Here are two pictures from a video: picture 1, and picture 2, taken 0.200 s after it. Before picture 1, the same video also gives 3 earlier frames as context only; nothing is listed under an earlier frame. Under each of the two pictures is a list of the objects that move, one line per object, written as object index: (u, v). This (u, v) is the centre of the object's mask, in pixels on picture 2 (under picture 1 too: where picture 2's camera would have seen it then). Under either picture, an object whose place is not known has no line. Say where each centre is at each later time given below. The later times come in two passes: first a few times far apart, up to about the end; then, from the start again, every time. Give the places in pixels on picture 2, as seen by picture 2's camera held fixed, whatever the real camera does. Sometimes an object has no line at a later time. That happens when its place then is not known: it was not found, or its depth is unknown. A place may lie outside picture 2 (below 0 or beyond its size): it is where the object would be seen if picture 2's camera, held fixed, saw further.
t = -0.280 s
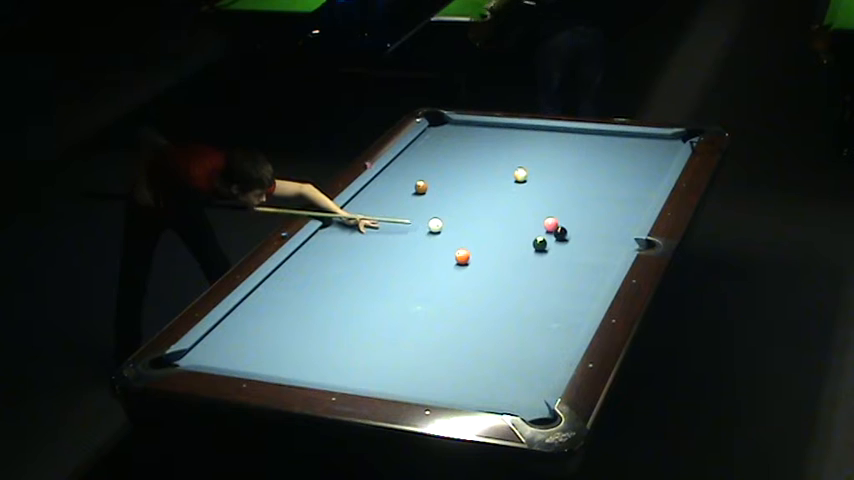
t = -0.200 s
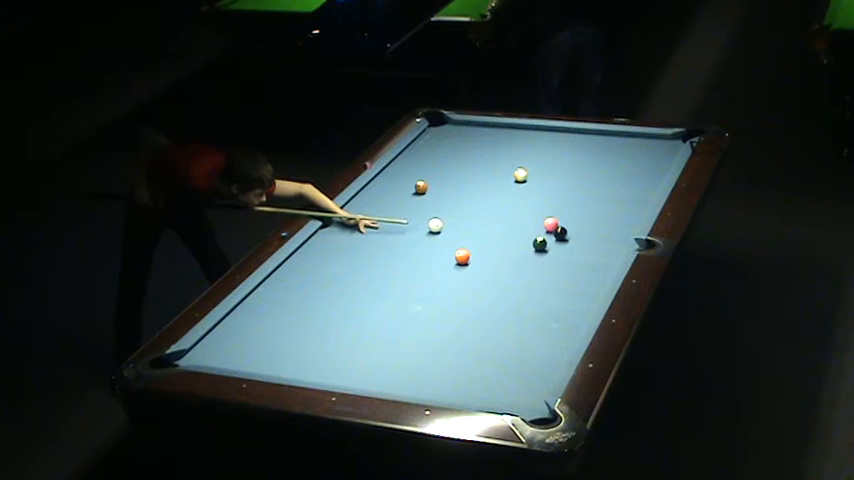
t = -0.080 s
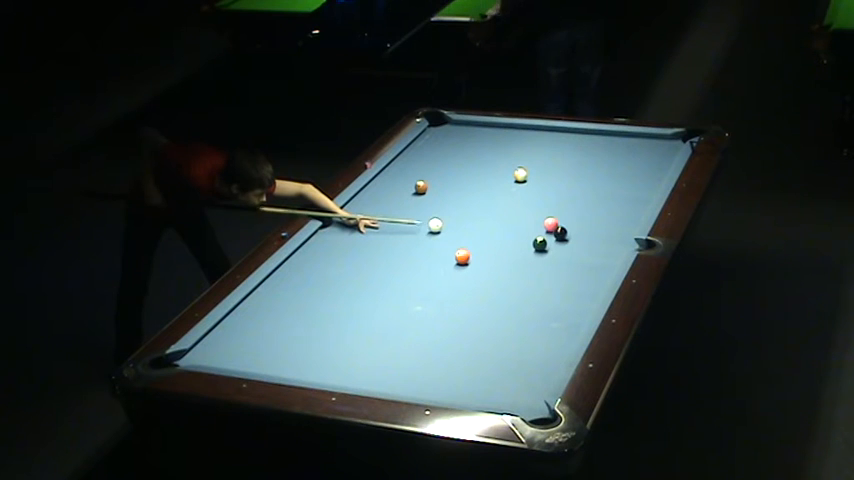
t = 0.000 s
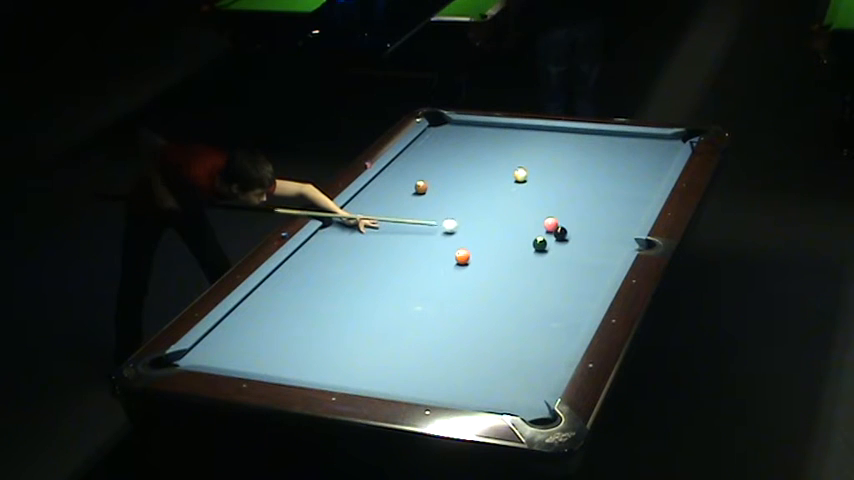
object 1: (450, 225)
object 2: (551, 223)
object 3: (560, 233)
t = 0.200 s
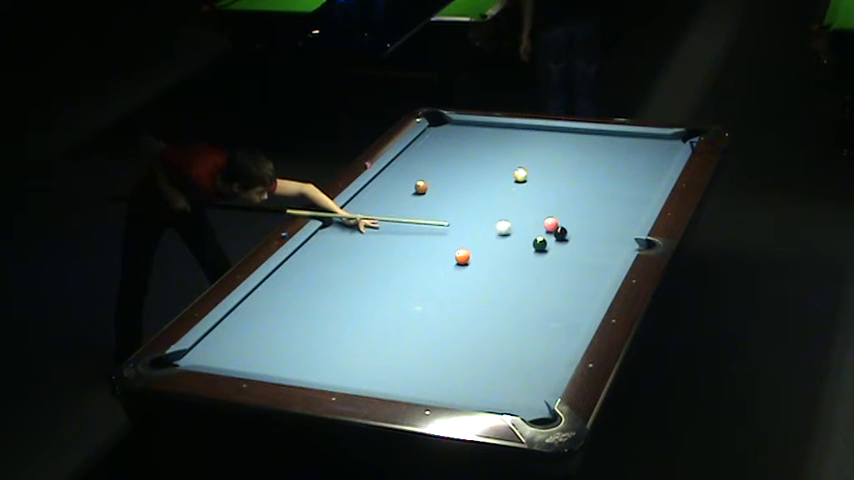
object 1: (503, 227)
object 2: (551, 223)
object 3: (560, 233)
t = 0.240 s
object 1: (514, 228)
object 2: (551, 223)
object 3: (560, 233)
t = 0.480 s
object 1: (547, 233)
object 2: (566, 219)
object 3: (572, 235)
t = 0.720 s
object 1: (552, 239)
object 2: (589, 212)
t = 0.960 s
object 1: (557, 245)
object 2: (610, 206)
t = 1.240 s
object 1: (562, 251)
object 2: (633, 199)
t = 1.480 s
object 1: (567, 255)
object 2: (650, 193)
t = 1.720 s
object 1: (571, 259)
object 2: (645, 189)
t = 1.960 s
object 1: (575, 263)
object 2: (640, 186)
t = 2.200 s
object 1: (578, 267)
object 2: (634, 183)
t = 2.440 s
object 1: (581, 270)
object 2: (630, 180)
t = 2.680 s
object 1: (583, 273)
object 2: (627, 177)
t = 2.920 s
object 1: (585, 274)
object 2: (624, 175)
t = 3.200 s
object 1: (586, 276)
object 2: (621, 173)
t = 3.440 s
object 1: (587, 277)
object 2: (619, 172)
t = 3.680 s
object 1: (587, 277)
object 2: (619, 171)
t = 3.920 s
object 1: (588, 278)
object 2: (618, 171)
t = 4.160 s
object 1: (588, 278)
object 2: (618, 170)
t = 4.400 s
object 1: (588, 278)
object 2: (618, 170)
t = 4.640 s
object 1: (587, 278)
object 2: (618, 170)
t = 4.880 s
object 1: (588, 278)
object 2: (618, 171)
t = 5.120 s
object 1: (588, 278)
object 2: (618, 171)
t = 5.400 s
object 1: (588, 278)
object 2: (618, 171)
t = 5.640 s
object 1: (588, 278)
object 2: (618, 171)
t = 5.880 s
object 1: (588, 278)
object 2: (618, 171)
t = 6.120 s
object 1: (588, 278)
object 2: (618, 171)
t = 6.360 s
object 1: (588, 278)
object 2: (618, 170)
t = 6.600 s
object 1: (588, 278)
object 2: (618, 171)
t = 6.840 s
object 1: (588, 278)
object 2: (618, 171)
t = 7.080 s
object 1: (588, 278)
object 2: (618, 171)
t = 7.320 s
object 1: (588, 278)
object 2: (618, 171)
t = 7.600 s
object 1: (588, 278)
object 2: (618, 171)
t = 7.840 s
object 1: (588, 278)
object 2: (618, 171)
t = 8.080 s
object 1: (588, 278)
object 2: (618, 171)
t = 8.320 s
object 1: (588, 278)
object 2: (618, 171)
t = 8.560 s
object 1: (588, 278)
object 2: (618, 171)
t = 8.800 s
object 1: (588, 278)
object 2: (619, 171)
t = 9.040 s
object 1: (588, 278)
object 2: (619, 171)
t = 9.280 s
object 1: (588, 278)
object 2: (618, 171)
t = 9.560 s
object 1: (588, 278)
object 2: (618, 171)
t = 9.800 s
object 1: (588, 278)
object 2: (619, 171)
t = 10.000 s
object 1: (588, 278)
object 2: (618, 171)
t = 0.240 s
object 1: (514, 228)
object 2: (551, 223)
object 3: (560, 233)
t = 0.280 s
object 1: (525, 228)
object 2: (551, 223)
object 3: (560, 233)
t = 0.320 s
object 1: (535, 228)
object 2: (551, 223)
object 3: (560, 233)
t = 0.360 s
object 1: (543, 230)
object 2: (554, 222)
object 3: (560, 233)
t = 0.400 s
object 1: (546, 231)
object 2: (558, 220)
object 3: (562, 233)
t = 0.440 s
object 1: (547, 232)
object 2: (562, 220)
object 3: (568, 234)
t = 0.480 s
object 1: (547, 233)
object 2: (566, 219)
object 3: (572, 235)
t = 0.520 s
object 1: (548, 234)
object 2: (570, 218)
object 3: (576, 235)
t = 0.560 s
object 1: (549, 235)
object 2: (574, 217)
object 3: (580, 236)
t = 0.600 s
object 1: (550, 236)
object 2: (578, 216)
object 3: (585, 237)
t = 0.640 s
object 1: (551, 236)
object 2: (581, 215)
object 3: (589, 237)
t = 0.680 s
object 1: (551, 238)
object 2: (585, 214)
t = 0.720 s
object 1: (552, 239)
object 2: (589, 212)
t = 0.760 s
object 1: (553, 240)
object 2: (592, 211)
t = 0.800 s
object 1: (553, 241)
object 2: (596, 210)
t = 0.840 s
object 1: (554, 242)
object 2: (599, 209)
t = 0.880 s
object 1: (555, 243)
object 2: (603, 208)
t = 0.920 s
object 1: (556, 244)
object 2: (606, 207)
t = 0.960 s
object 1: (557, 245)
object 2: (610, 206)
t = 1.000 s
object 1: (557, 246)
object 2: (613, 205)
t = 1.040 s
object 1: (558, 246)
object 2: (616, 204)
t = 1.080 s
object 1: (559, 248)
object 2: (620, 203)
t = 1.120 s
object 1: (560, 248)
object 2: (623, 202)
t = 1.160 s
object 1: (561, 249)
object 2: (626, 201)
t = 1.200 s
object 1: (561, 250)
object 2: (630, 200)
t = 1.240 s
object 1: (562, 251)
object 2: (633, 199)
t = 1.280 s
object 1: (563, 252)
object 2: (636, 199)
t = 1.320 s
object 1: (564, 253)
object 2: (639, 197)
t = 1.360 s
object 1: (565, 253)
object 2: (642, 196)
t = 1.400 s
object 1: (565, 254)
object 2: (645, 195)
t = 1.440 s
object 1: (566, 255)
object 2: (648, 194)
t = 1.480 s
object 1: (567, 255)
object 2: (650, 193)
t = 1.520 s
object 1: (567, 256)
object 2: (649, 193)
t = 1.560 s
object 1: (568, 257)
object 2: (649, 192)
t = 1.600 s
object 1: (569, 258)
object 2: (648, 191)
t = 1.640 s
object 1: (570, 258)
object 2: (647, 191)
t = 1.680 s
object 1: (570, 259)
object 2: (646, 190)
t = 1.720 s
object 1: (571, 259)
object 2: (645, 189)
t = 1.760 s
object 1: (572, 260)
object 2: (644, 189)
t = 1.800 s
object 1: (573, 261)
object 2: (643, 188)
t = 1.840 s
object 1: (573, 261)
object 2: (642, 187)
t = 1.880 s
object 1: (574, 262)
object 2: (641, 187)
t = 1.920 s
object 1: (574, 263)
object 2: (640, 186)
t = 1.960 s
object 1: (575, 263)
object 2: (640, 186)
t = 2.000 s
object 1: (575, 264)
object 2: (639, 185)
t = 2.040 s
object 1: (575, 264)
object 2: (638, 185)
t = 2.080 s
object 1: (576, 265)
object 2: (637, 184)
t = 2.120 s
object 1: (577, 266)
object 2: (636, 184)
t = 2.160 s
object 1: (577, 266)
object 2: (635, 183)
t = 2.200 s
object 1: (578, 267)
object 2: (634, 183)
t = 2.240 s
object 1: (578, 267)
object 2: (634, 182)
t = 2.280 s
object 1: (579, 268)
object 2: (633, 182)
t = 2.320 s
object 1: (579, 269)
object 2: (632, 181)
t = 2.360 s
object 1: (580, 269)
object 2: (631, 181)
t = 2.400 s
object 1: (580, 269)
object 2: (631, 180)
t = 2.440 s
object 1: (581, 270)
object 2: (630, 180)
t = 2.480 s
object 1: (581, 270)
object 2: (630, 180)
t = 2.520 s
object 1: (581, 271)
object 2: (629, 179)
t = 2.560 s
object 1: (582, 271)
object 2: (629, 179)
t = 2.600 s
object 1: (582, 272)
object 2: (628, 178)
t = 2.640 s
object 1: (582, 272)
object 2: (628, 178)
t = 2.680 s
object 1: (583, 273)
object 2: (627, 177)
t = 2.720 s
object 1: (583, 273)
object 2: (626, 177)
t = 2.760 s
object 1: (584, 273)
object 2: (626, 177)
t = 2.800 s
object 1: (584, 273)
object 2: (625, 176)
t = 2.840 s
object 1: (584, 274)
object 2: (625, 176)
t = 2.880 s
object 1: (584, 274)
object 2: (624, 176)
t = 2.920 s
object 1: (585, 274)
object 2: (624, 175)
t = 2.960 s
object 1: (585, 275)
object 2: (623, 175)
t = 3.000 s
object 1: (585, 275)
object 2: (623, 175)
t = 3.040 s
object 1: (586, 275)
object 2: (623, 175)
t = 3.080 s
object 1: (586, 276)
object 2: (622, 174)
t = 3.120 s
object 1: (586, 275)
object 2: (622, 174)
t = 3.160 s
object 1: (586, 276)
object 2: (621, 173)
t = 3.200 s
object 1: (586, 276)
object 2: (621, 173)
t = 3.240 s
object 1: (587, 276)
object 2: (621, 173)
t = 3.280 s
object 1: (587, 277)
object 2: (620, 173)
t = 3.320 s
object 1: (587, 277)
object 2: (620, 173)
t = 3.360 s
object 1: (587, 277)
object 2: (620, 172)
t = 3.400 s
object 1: (587, 277)
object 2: (620, 172)
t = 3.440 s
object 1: (587, 277)
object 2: (619, 172)
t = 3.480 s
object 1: (587, 277)
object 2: (619, 172)
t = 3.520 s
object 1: (588, 277)
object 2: (619, 172)
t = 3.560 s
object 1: (588, 277)
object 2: (619, 172)
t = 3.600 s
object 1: (588, 277)
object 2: (619, 171)
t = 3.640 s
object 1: (587, 277)
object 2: (619, 171)
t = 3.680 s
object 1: (587, 277)
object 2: (619, 171)
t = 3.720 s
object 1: (588, 278)
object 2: (618, 171)
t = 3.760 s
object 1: (588, 278)
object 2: (618, 171)
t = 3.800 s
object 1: (588, 278)
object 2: (618, 171)
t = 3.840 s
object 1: (588, 278)
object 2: (618, 171)
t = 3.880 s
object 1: (587, 277)
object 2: (618, 171)
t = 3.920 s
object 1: (588, 278)
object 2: (618, 171)
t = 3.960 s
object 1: (587, 278)
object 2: (618, 171)
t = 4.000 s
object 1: (588, 278)
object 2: (618, 170)
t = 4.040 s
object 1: (588, 278)
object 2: (618, 170)
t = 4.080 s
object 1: (588, 278)
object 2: (618, 170)
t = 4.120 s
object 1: (588, 278)
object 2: (618, 170)
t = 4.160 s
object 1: (588, 278)
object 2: (618, 170)
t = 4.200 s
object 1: (588, 278)
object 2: (618, 170)
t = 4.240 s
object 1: (588, 278)
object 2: (618, 170)
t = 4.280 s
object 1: (588, 278)
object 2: (618, 170)
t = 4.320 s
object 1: (588, 278)
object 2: (618, 170)
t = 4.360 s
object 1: (588, 278)
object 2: (618, 170)
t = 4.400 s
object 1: (588, 278)
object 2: (618, 170)
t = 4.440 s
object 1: (587, 278)
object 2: (618, 170)
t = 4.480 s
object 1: (588, 278)
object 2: (618, 170)
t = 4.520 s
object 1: (588, 278)
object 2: (618, 170)
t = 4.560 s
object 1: (588, 278)
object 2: (618, 170)
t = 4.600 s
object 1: (587, 278)
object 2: (618, 170)
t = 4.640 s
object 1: (587, 278)
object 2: (618, 170)
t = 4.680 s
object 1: (588, 278)
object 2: (618, 170)
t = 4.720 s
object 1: (588, 278)
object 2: (618, 171)
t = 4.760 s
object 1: (588, 278)
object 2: (618, 171)
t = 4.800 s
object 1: (588, 278)
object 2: (618, 171)
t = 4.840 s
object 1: (588, 278)
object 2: (618, 171)
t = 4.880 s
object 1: (588, 278)
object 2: (618, 171)
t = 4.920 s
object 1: (588, 278)
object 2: (618, 171)
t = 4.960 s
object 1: (588, 278)
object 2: (618, 171)
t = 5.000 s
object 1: (588, 278)
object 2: (618, 171)
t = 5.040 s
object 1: (588, 278)
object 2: (618, 171)
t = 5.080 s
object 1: (588, 278)
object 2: (618, 171)
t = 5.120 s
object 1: (588, 278)
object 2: (618, 171)
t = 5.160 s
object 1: (588, 278)
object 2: (618, 171)
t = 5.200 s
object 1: (588, 278)
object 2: (618, 171)
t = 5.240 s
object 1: (588, 278)
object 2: (618, 171)
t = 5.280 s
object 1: (588, 278)
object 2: (618, 171)
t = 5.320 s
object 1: (588, 278)
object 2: (618, 171)
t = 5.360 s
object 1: (588, 278)
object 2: (618, 171)
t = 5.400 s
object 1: (588, 278)
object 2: (618, 171)
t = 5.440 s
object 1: (588, 278)
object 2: (618, 171)
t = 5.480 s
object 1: (588, 278)
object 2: (618, 171)
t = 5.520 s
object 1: (588, 278)
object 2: (618, 171)
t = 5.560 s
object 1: (588, 278)
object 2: (619, 171)
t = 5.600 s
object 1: (588, 278)
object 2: (618, 171)
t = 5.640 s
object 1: (588, 278)
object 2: (618, 171)
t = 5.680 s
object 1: (588, 278)
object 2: (619, 171)
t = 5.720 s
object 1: (588, 278)
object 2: (618, 171)
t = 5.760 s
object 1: (588, 278)
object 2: (618, 171)
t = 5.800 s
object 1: (588, 278)
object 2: (618, 171)
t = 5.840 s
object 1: (588, 278)
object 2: (618, 171)
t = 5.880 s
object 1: (588, 278)
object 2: (618, 171)
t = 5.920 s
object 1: (588, 278)
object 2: (618, 171)
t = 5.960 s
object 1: (588, 278)
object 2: (618, 171)
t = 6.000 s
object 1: (588, 278)
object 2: (618, 171)
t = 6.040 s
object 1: (588, 278)
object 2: (618, 171)
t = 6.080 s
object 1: (588, 278)
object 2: (618, 171)
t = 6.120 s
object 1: (588, 278)
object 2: (618, 171)
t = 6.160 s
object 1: (588, 278)
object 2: (618, 171)
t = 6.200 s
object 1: (588, 278)
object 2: (618, 171)
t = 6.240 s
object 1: (588, 278)
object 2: (618, 171)
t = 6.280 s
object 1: (588, 278)
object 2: (618, 171)
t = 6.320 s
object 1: (588, 278)
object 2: (618, 171)
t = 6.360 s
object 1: (588, 278)
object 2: (618, 170)
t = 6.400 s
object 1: (588, 278)
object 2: (618, 171)
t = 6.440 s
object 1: (588, 278)
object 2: (618, 171)
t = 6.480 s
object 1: (588, 278)
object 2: (618, 171)
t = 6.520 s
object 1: (588, 278)
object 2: (618, 171)
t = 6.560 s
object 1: (588, 278)
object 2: (618, 171)
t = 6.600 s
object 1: (588, 278)
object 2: (618, 171)
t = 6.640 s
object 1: (588, 278)
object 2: (618, 171)
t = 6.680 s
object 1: (588, 278)
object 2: (618, 171)
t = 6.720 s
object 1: (588, 278)
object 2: (618, 171)
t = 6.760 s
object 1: (588, 278)
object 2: (618, 171)
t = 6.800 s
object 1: (588, 278)
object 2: (618, 171)
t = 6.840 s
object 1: (588, 278)
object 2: (618, 171)
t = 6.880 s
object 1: (588, 278)
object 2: (618, 171)
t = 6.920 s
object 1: (588, 278)
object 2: (618, 171)
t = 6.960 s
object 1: (588, 278)
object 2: (618, 171)
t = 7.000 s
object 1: (588, 278)
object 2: (618, 171)
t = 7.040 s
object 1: (588, 278)
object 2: (618, 171)
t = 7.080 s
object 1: (588, 278)
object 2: (618, 171)
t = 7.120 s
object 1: (588, 278)
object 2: (618, 171)
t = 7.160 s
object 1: (588, 278)
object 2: (618, 171)
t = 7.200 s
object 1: (588, 278)
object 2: (618, 171)
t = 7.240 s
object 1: (588, 278)
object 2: (618, 171)
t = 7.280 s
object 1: (588, 278)
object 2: (618, 171)
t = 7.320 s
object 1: (588, 278)
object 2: (618, 171)
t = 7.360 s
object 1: (588, 278)
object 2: (618, 171)
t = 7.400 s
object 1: (588, 278)
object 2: (618, 171)
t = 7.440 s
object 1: (588, 278)
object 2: (618, 171)
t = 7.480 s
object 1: (588, 278)
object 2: (618, 171)
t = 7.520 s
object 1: (588, 278)
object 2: (618, 171)
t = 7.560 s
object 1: (588, 278)
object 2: (618, 171)
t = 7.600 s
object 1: (588, 278)
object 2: (618, 171)
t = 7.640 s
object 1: (588, 278)
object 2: (618, 171)
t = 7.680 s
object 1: (588, 278)
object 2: (619, 170)
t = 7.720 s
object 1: (588, 278)
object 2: (618, 171)
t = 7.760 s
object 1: (588, 278)
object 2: (618, 171)
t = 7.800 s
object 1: (588, 278)
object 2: (618, 171)
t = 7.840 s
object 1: (588, 278)
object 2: (618, 171)
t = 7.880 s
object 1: (588, 278)
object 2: (618, 171)
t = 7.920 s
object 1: (588, 278)
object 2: (618, 170)
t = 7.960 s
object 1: (588, 278)
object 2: (619, 170)
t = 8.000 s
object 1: (588, 278)
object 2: (618, 170)
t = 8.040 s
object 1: (588, 278)
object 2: (618, 171)
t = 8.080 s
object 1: (588, 278)
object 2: (618, 171)
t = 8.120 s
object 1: (588, 278)
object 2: (618, 171)
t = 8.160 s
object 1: (588, 278)
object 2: (618, 171)
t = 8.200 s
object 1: (588, 278)
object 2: (618, 171)
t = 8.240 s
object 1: (588, 278)
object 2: (618, 171)
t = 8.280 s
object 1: (588, 278)
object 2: (618, 171)
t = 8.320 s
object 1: (588, 278)
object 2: (618, 171)
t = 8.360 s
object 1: (588, 278)
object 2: (618, 171)
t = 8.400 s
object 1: (588, 278)
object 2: (618, 171)
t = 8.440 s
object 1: (588, 278)
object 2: (618, 171)
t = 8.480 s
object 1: (588, 278)
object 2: (618, 171)
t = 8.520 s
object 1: (588, 278)
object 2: (618, 171)
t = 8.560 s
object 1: (588, 278)
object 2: (618, 171)
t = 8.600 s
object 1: (588, 278)
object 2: (618, 171)
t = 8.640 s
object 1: (588, 278)
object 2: (618, 171)
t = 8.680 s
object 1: (588, 278)
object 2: (618, 171)
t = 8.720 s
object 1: (588, 278)
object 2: (619, 170)
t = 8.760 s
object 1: (588, 278)
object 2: (619, 171)
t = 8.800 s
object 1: (588, 278)
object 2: (619, 171)
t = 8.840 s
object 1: (588, 278)
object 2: (618, 171)
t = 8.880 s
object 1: (588, 278)
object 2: (618, 171)
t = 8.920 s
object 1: (588, 278)
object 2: (618, 171)
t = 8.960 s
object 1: (588, 278)
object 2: (619, 170)
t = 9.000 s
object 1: (588, 278)
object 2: (619, 171)
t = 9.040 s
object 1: (588, 278)
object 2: (619, 171)
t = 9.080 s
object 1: (588, 278)
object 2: (618, 171)
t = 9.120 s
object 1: (588, 278)
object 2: (618, 171)
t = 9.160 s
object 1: (588, 278)
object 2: (618, 171)
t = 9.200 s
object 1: (588, 278)
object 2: (619, 171)
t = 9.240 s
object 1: (588, 278)
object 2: (618, 171)
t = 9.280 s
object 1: (588, 278)
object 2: (618, 171)
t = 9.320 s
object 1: (588, 278)
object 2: (618, 171)
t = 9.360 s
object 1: (588, 278)
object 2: (618, 171)
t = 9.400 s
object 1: (588, 278)
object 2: (618, 171)
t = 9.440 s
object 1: (588, 278)
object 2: (618, 171)
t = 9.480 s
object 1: (588, 278)
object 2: (619, 171)
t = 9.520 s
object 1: (588, 278)
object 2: (619, 171)
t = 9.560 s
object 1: (588, 278)
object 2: (618, 171)
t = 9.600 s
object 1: (588, 278)
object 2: (619, 171)
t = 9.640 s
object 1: (588, 278)
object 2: (619, 171)
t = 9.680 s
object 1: (588, 278)
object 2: (619, 171)
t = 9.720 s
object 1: (588, 278)
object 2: (618, 171)
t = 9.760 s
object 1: (587, 278)
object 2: (619, 171)
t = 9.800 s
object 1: (588, 278)
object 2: (619, 171)
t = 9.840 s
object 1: (588, 278)
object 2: (618, 171)
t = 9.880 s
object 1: (588, 278)
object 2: (618, 171)
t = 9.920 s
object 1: (588, 278)
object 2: (618, 171)
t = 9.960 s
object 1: (588, 278)
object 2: (618, 171)
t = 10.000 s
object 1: (588, 278)
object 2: (618, 171)
